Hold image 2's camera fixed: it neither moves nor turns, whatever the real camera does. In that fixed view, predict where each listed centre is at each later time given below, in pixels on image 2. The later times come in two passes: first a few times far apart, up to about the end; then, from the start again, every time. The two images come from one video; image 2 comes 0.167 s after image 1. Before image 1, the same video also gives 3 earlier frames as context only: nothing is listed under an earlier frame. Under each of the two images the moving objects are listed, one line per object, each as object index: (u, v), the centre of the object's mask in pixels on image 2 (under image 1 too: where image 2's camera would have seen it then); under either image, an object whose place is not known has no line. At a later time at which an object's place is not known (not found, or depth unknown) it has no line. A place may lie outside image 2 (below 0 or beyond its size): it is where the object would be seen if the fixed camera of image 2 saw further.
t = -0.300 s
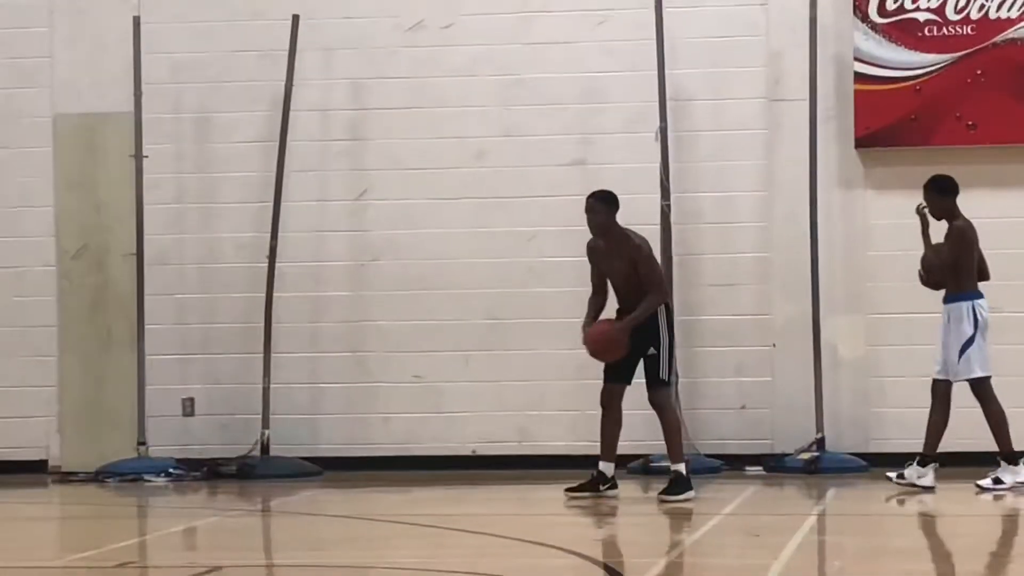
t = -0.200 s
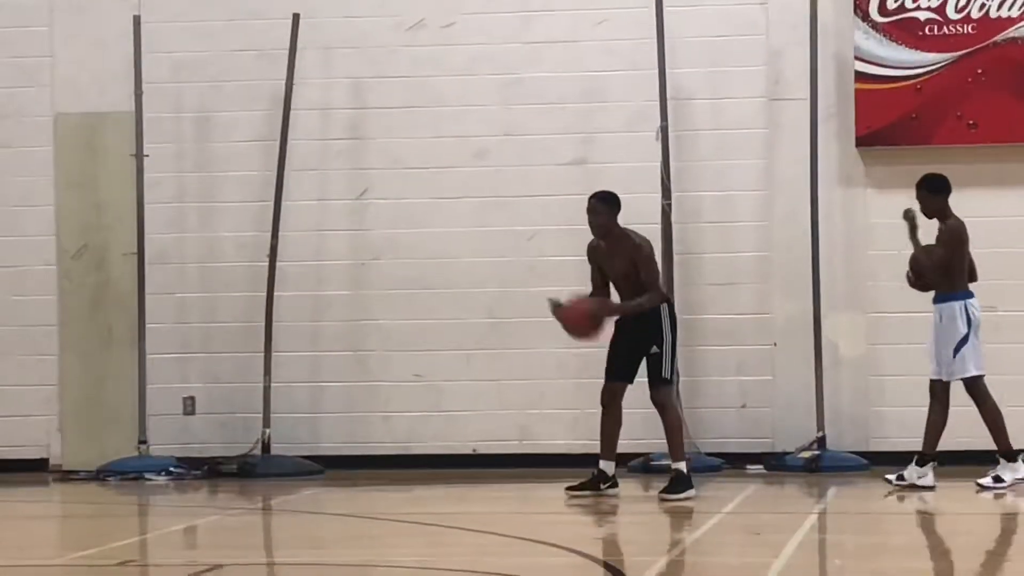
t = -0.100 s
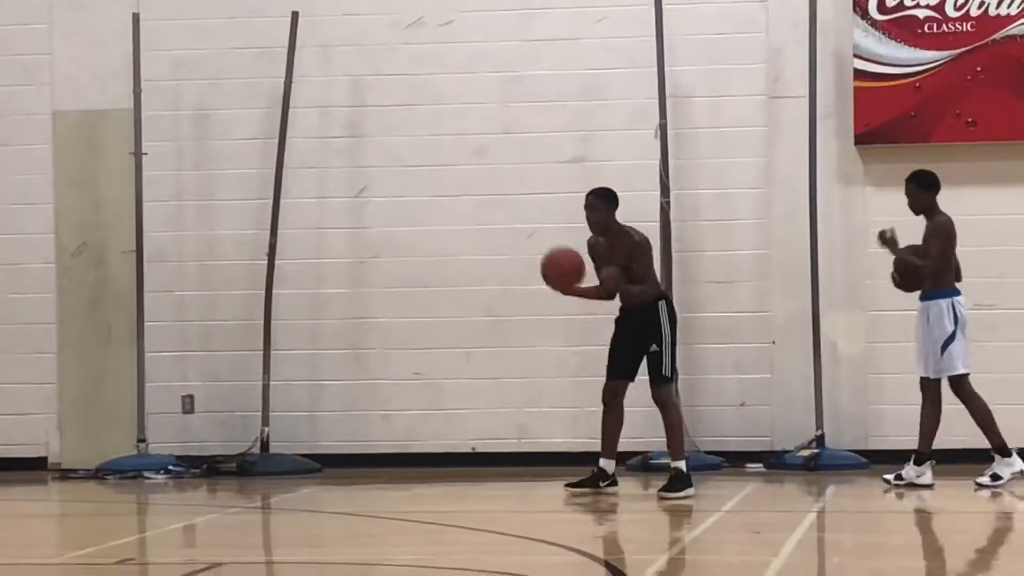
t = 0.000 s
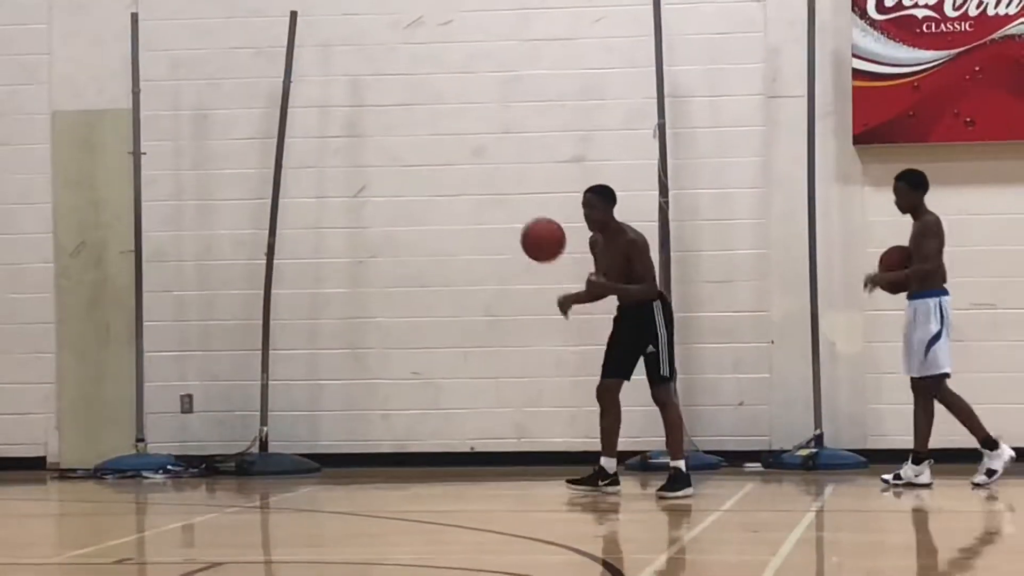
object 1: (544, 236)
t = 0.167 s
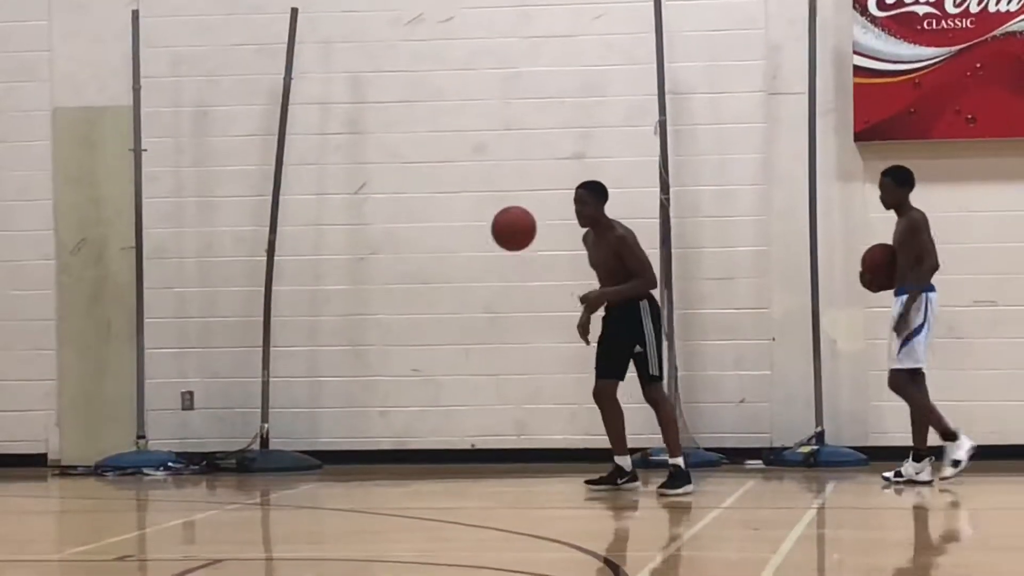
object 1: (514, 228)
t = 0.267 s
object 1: (496, 247)
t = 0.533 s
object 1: (448, 390)
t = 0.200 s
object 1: (508, 233)
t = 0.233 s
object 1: (502, 239)
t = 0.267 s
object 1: (496, 247)
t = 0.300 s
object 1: (490, 258)
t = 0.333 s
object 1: (484, 270)
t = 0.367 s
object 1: (478, 285)
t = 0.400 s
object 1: (472, 302)
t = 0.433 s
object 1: (466, 321)
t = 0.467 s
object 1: (460, 341)
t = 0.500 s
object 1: (454, 365)
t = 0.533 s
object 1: (448, 390)
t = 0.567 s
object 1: (442, 418)
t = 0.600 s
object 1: (437, 445)
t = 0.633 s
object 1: (430, 477)
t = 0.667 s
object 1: (433, 471)
